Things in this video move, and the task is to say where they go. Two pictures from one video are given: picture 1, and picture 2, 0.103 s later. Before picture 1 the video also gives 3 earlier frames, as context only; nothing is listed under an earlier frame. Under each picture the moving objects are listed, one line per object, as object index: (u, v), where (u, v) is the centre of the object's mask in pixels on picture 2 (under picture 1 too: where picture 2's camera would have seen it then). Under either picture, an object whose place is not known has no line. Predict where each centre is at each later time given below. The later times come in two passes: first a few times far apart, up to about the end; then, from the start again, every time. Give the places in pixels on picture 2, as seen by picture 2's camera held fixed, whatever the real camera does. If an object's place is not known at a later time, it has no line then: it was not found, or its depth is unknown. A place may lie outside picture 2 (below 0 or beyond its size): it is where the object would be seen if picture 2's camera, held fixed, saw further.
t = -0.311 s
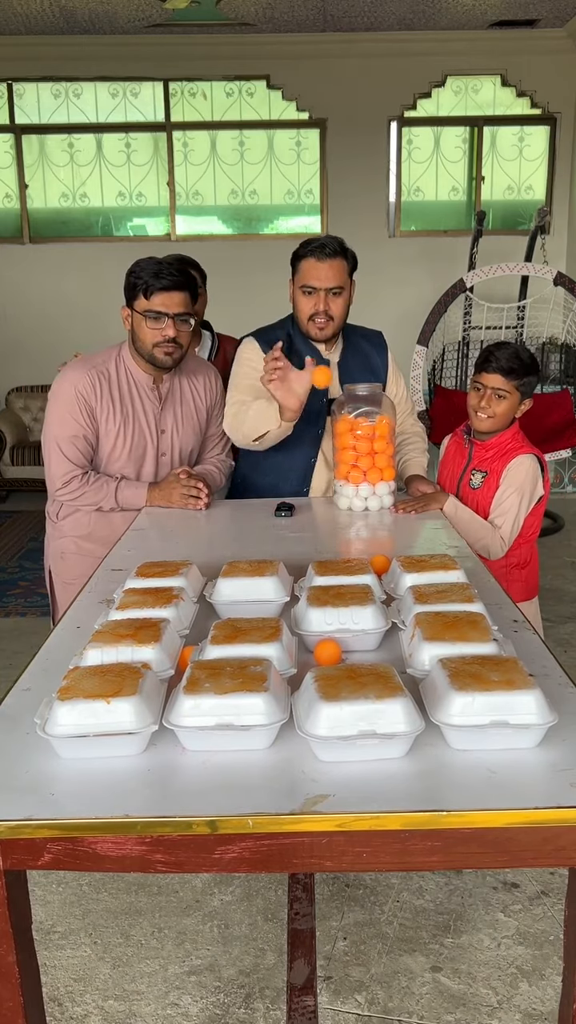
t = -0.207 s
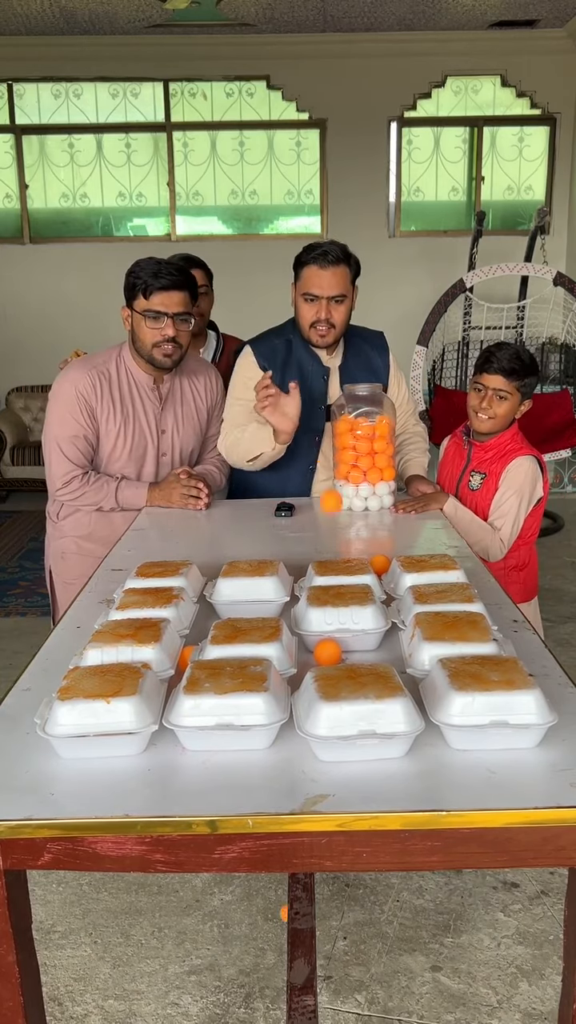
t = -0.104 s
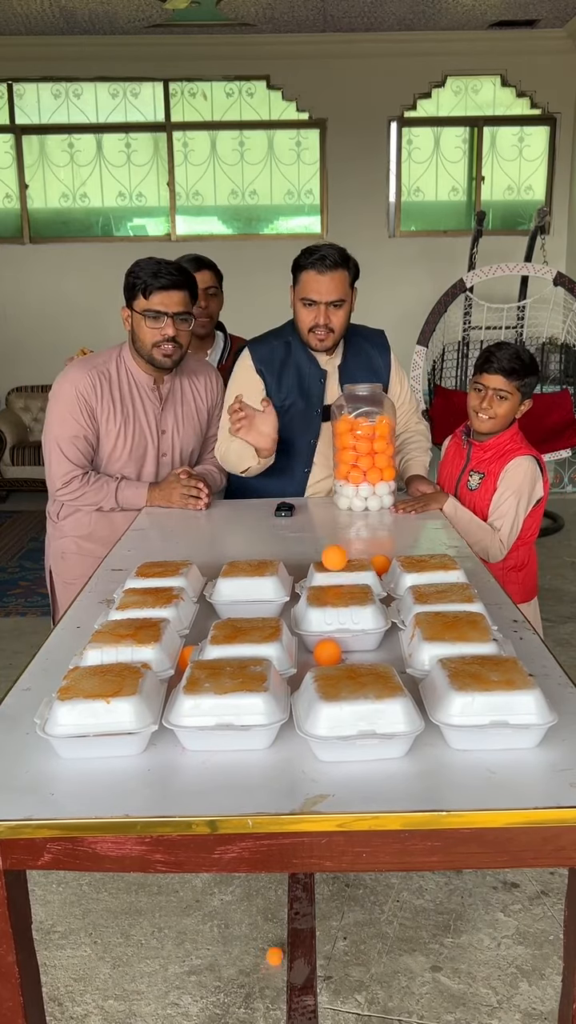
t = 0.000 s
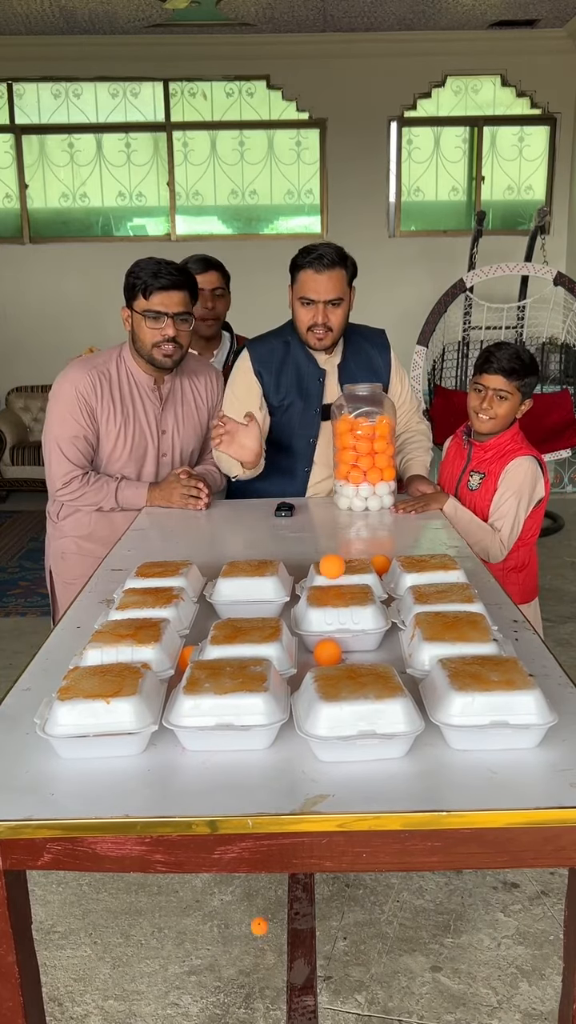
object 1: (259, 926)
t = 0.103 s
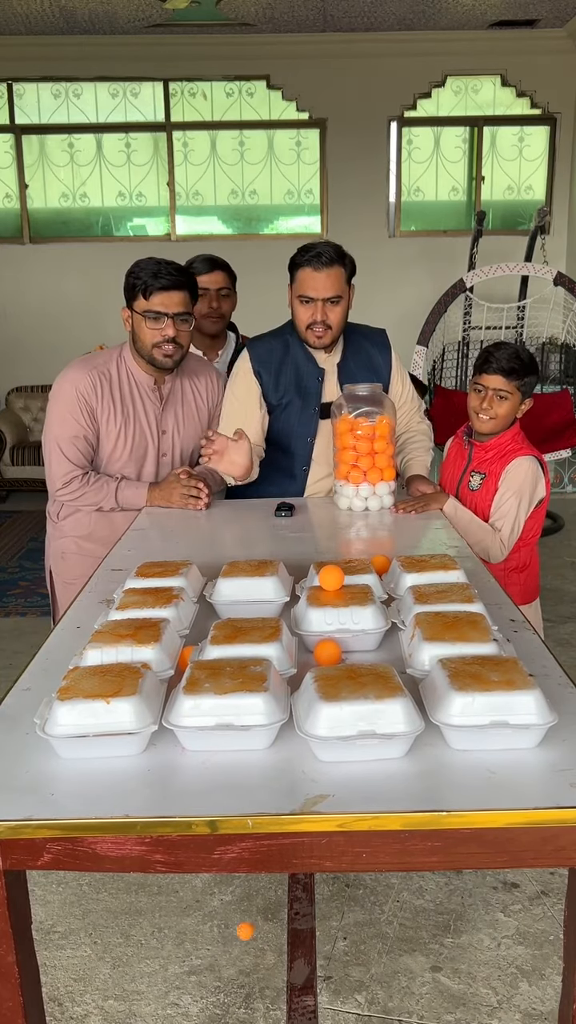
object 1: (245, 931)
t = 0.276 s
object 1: (220, 927)
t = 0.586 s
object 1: (173, 934)
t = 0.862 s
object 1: (133, 950)
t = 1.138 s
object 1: (107, 956)
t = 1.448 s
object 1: (71, 973)
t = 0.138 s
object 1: (241, 941)
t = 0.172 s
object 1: (237, 953)
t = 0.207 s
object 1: (230, 940)
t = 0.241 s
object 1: (225, 932)
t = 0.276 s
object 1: (220, 927)
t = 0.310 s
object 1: (212, 928)
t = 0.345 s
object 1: (207, 933)
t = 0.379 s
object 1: (203, 943)
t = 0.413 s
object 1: (198, 950)
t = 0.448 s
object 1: (193, 938)
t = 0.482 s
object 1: (187, 931)
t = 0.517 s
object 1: (182, 928)
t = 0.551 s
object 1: (177, 929)
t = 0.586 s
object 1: (173, 934)
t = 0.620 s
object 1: (169, 942)
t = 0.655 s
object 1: (164, 948)
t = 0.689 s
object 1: (159, 938)
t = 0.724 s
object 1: (153, 932)
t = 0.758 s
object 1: (148, 931)
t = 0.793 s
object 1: (143, 932)
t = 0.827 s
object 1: (138, 942)
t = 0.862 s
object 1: (133, 950)
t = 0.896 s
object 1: (129, 942)
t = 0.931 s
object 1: (125, 937)
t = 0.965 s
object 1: (122, 935)
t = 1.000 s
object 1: (119, 938)
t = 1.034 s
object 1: (116, 944)
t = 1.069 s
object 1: (113, 955)
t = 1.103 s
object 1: (110, 955)
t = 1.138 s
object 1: (107, 956)
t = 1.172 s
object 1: (105, 959)
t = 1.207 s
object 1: (101, 959)
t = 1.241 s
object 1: (96, 961)
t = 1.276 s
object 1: (92, 963)
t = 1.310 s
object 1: (88, 965)
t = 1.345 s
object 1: (85, 966)
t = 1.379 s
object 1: (79, 970)
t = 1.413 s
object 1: (75, 973)
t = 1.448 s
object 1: (71, 973)
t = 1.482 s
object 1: (67, 977)
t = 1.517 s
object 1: (62, 979)
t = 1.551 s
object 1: (59, 980)
